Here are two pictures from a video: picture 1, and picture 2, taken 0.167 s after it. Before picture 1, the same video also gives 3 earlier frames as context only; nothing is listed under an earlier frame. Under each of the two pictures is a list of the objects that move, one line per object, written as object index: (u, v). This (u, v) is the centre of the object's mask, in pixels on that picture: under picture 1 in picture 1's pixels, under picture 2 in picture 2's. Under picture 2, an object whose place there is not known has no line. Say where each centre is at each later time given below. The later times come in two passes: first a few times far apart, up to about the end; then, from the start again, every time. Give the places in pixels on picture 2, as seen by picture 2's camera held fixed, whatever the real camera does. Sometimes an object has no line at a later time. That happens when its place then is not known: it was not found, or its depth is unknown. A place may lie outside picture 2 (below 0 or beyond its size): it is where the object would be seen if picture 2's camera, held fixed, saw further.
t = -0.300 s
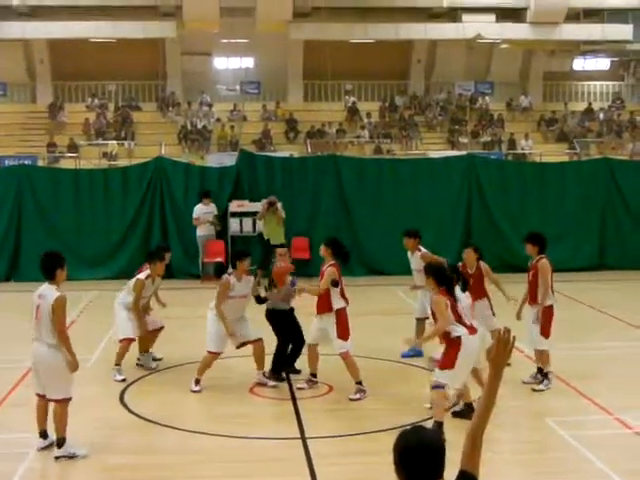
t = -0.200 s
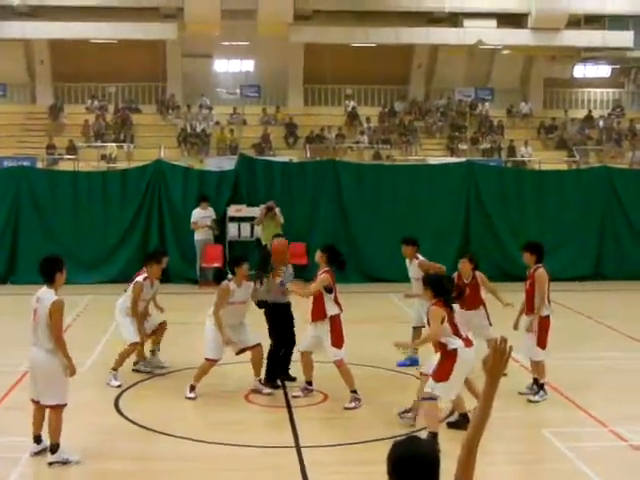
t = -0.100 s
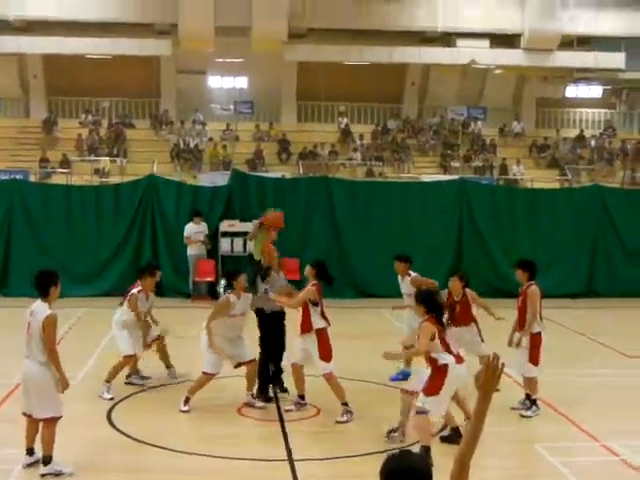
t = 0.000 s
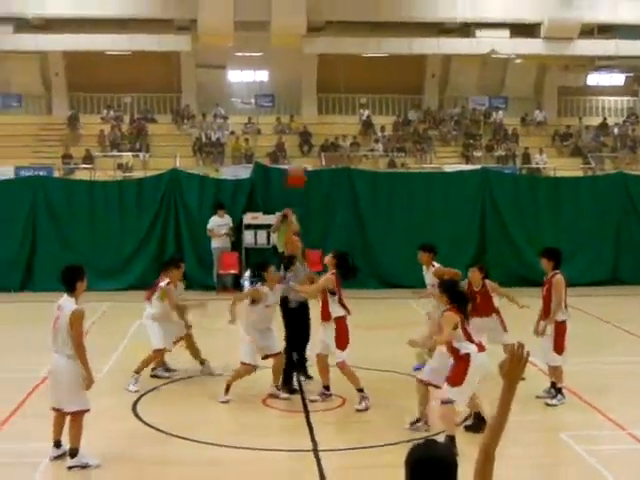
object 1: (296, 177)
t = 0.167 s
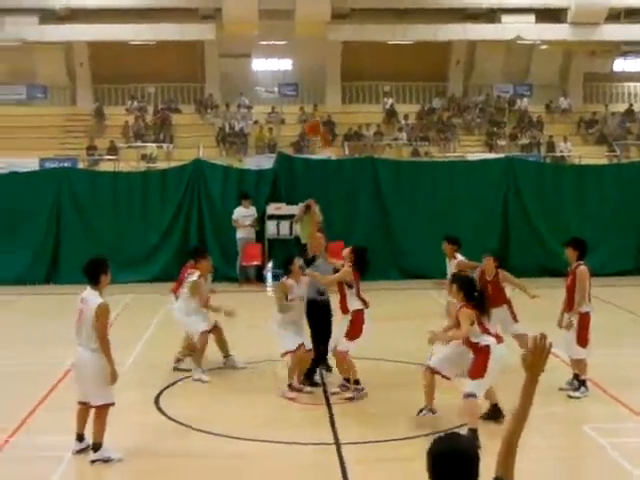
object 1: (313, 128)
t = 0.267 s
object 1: (318, 113)
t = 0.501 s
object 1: (318, 122)
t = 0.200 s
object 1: (317, 121)
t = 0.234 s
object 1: (318, 115)
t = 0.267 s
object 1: (318, 113)
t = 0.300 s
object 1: (318, 113)
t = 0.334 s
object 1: (318, 112)
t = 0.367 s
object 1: (317, 112)
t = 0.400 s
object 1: (318, 112)
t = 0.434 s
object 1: (318, 113)
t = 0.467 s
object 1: (318, 116)
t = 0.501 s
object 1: (318, 122)
